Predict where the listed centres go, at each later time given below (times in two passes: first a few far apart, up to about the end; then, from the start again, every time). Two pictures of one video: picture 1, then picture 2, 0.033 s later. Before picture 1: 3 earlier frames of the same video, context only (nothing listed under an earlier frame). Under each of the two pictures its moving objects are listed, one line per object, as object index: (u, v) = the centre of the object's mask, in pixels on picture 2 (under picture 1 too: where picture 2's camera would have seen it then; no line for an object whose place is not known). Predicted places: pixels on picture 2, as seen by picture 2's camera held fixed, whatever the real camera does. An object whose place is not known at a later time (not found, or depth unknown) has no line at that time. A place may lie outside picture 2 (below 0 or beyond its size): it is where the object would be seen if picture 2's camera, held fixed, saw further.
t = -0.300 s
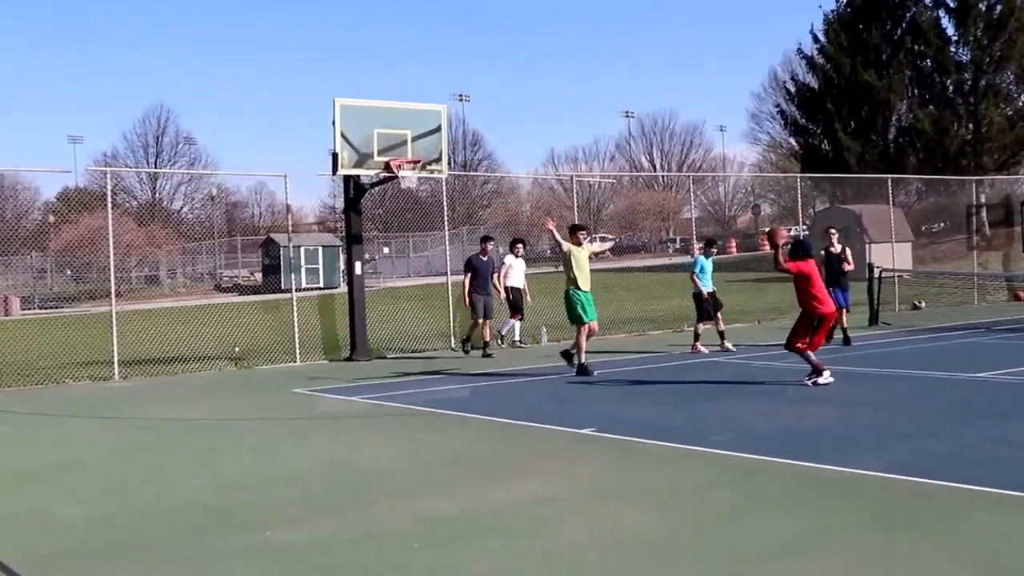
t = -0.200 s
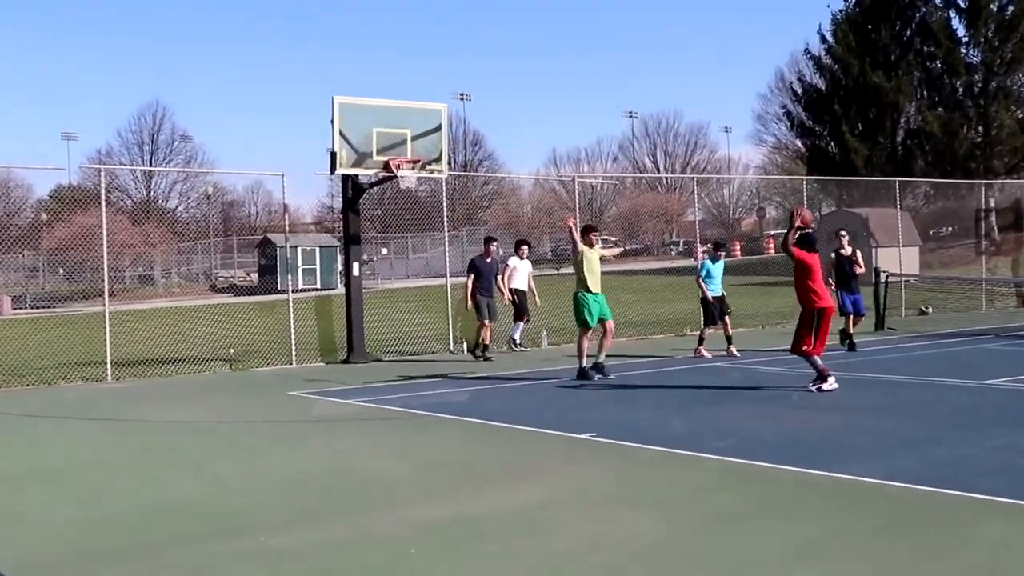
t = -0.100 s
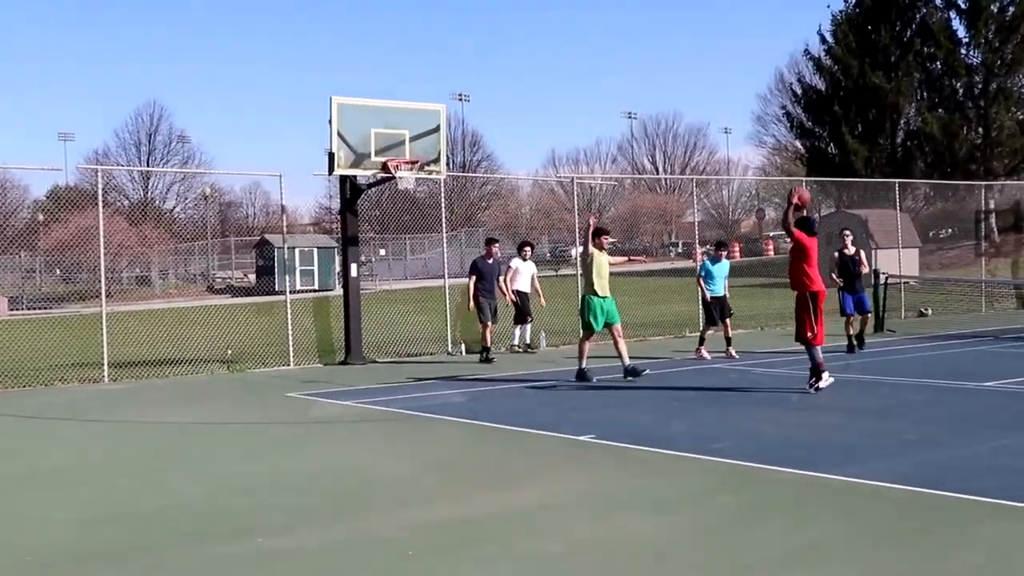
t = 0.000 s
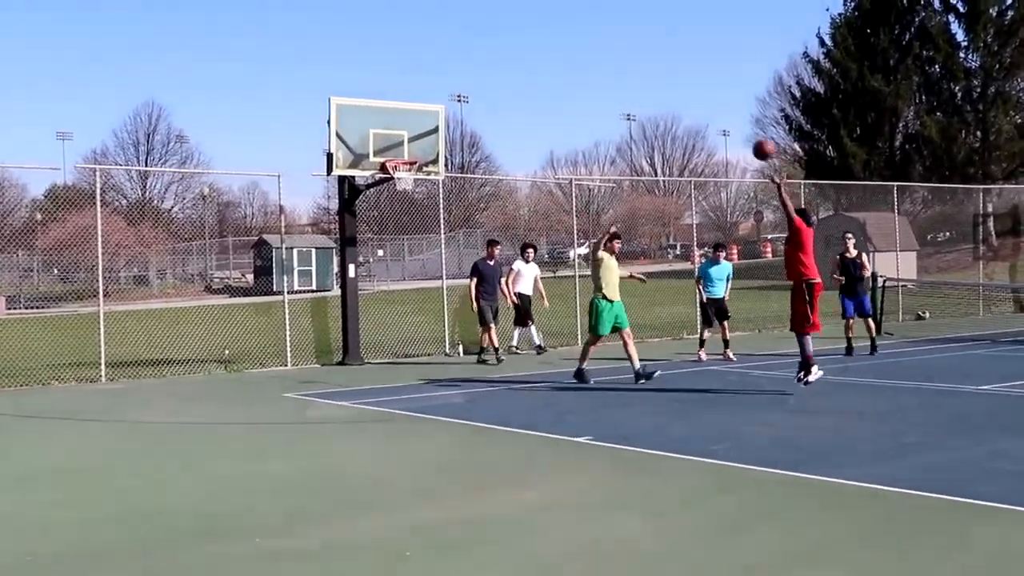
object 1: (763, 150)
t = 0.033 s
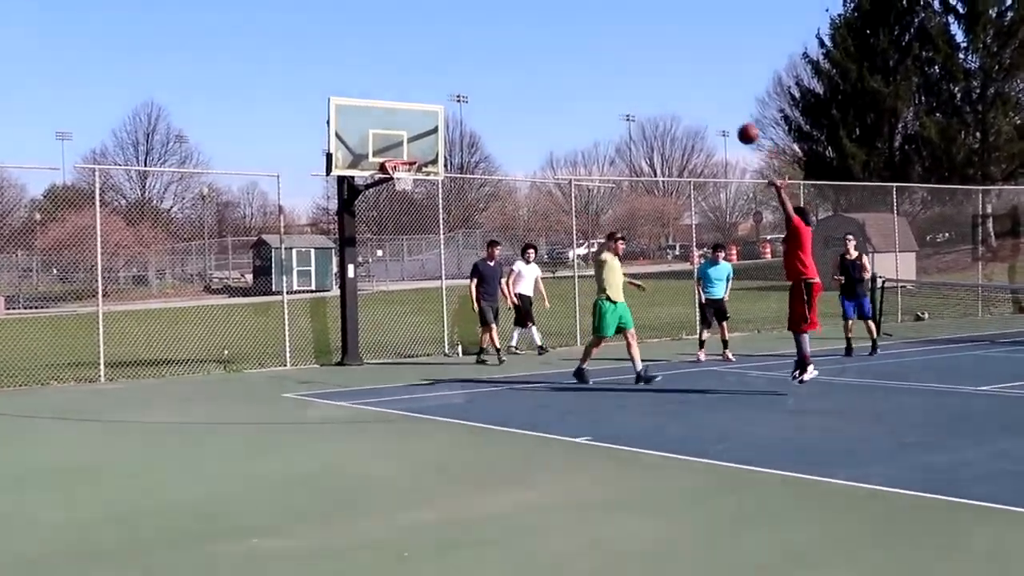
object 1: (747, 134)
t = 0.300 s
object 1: (643, 46)
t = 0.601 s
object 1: (542, 26)
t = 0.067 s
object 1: (733, 118)
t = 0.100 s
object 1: (720, 104)
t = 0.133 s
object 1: (706, 92)
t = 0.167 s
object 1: (693, 80)
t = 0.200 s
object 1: (680, 70)
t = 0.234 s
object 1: (667, 61)
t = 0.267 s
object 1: (654, 53)
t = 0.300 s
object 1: (643, 46)
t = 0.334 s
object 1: (630, 40)
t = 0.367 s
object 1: (619, 34)
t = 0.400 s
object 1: (607, 30)
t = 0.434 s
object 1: (596, 28)
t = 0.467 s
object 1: (585, 26)
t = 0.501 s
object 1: (574, 24)
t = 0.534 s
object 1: (563, 24)
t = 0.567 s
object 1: (552, 25)
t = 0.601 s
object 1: (542, 26)
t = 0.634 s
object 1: (533, 29)
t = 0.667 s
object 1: (523, 32)
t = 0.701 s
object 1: (513, 35)
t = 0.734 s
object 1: (504, 39)
